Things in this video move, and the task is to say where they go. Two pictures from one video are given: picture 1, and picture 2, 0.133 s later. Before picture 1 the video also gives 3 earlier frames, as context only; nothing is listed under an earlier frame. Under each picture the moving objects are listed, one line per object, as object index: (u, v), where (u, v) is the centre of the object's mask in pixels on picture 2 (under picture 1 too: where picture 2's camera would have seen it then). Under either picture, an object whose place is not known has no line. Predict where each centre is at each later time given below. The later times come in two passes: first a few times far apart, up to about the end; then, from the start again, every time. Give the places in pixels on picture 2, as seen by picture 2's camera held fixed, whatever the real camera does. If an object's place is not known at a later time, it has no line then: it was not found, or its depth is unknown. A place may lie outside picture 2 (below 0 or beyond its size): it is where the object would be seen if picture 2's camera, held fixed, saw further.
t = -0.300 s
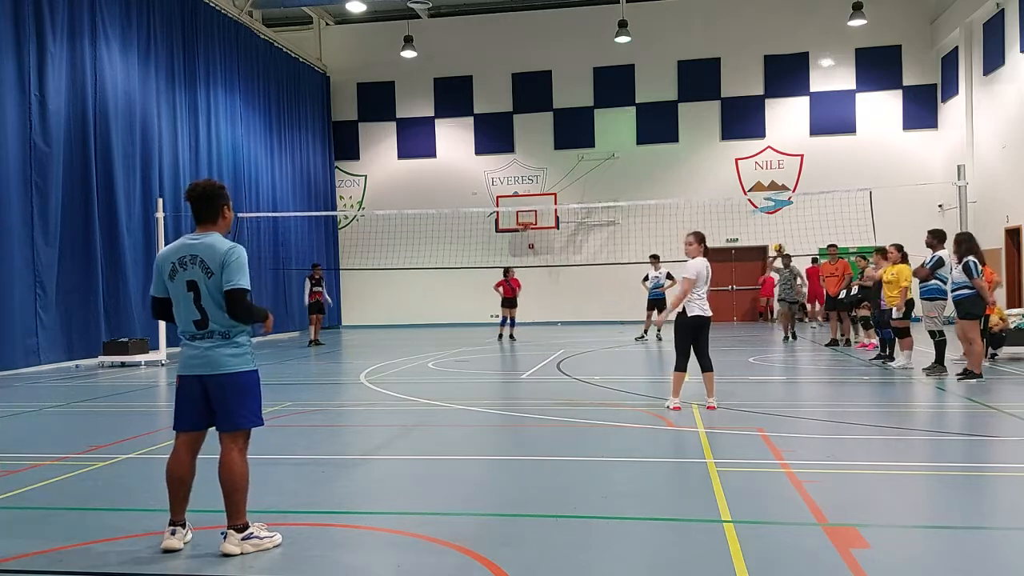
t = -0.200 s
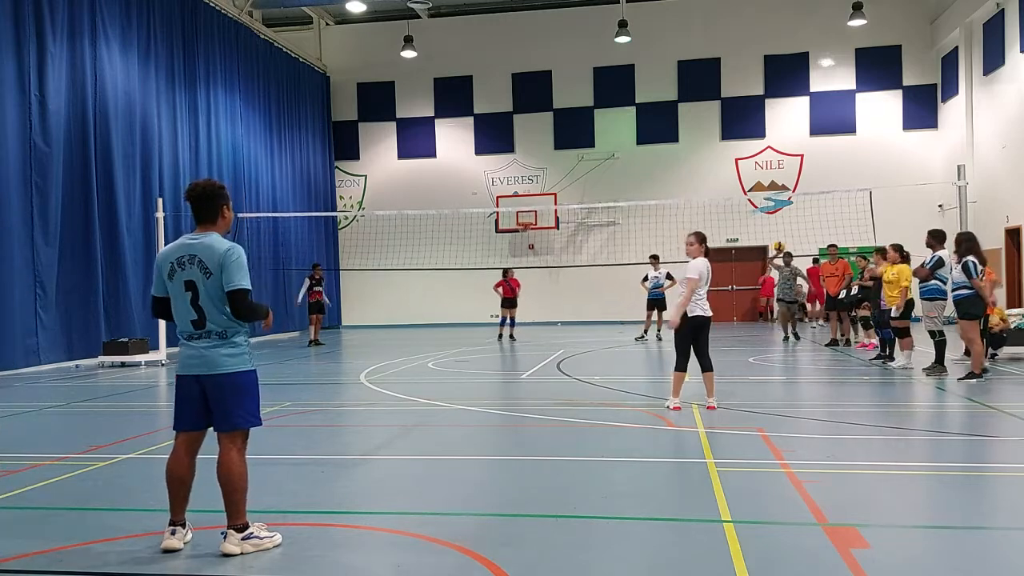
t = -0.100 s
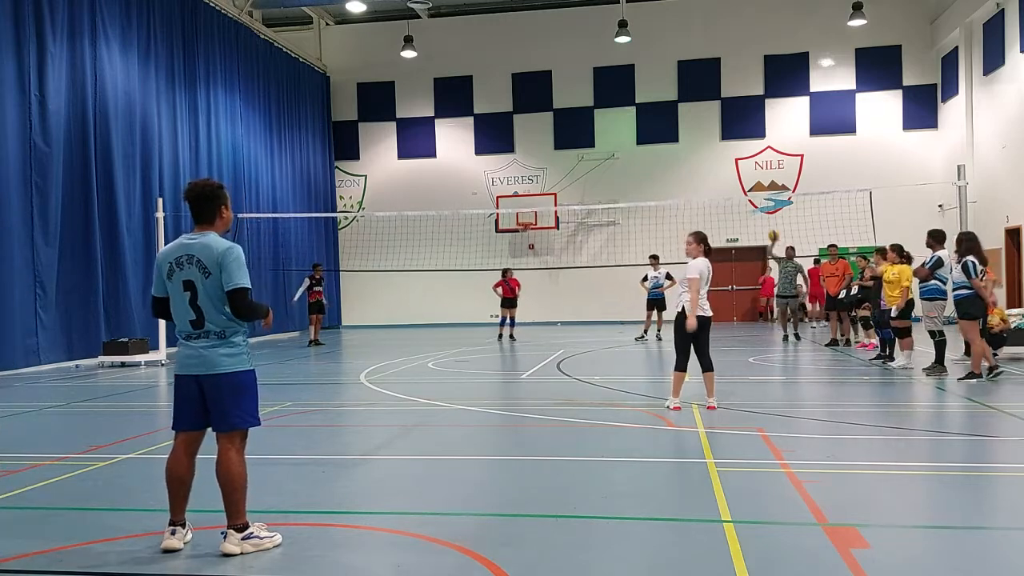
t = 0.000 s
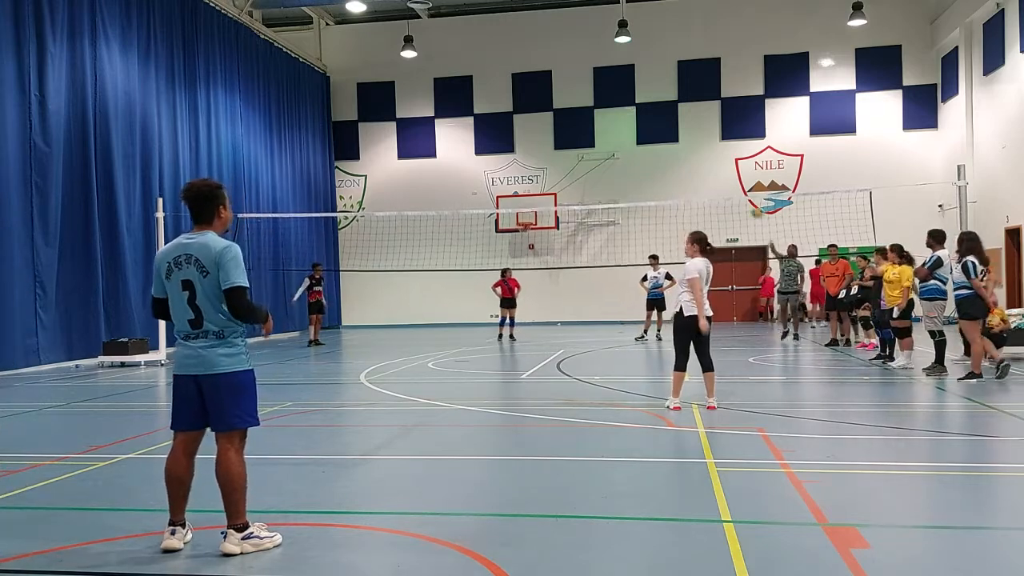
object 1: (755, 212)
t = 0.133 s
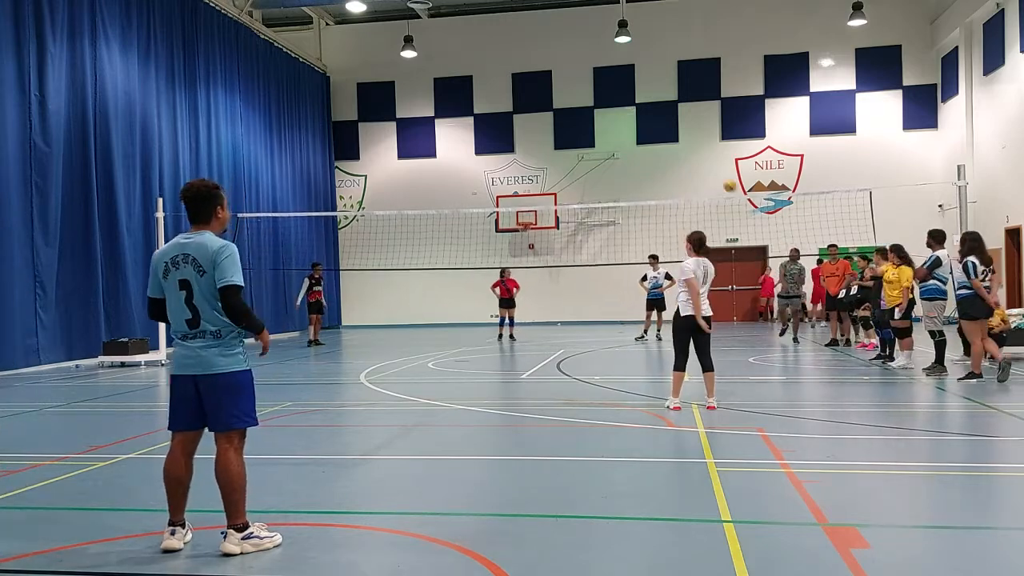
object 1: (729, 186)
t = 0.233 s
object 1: (707, 170)
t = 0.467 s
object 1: (639, 151)
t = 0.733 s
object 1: (531, 176)
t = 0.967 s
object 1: (383, 274)
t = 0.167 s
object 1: (722, 180)
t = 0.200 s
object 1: (715, 175)
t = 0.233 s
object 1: (707, 170)
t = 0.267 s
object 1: (698, 166)
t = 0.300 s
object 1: (690, 161)
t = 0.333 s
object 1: (680, 158)
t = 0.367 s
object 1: (671, 156)
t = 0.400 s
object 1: (659, 152)
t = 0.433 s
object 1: (649, 152)
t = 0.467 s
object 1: (639, 151)
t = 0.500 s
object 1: (628, 150)
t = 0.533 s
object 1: (617, 151)
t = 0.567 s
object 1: (604, 152)
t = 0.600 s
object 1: (591, 154)
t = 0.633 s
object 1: (577, 158)
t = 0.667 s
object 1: (563, 163)
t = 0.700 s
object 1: (546, 169)
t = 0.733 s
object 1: (531, 176)
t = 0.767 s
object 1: (515, 184)
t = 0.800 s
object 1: (496, 194)
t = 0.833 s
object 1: (476, 206)
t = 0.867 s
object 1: (456, 218)
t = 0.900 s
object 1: (433, 235)
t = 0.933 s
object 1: (411, 253)
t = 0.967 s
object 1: (383, 274)
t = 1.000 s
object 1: (356, 300)
